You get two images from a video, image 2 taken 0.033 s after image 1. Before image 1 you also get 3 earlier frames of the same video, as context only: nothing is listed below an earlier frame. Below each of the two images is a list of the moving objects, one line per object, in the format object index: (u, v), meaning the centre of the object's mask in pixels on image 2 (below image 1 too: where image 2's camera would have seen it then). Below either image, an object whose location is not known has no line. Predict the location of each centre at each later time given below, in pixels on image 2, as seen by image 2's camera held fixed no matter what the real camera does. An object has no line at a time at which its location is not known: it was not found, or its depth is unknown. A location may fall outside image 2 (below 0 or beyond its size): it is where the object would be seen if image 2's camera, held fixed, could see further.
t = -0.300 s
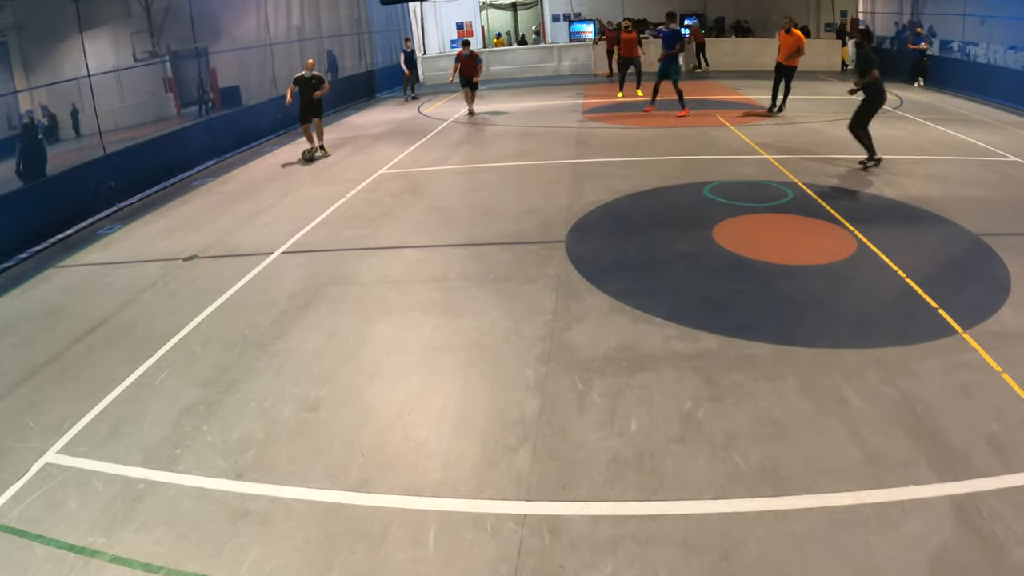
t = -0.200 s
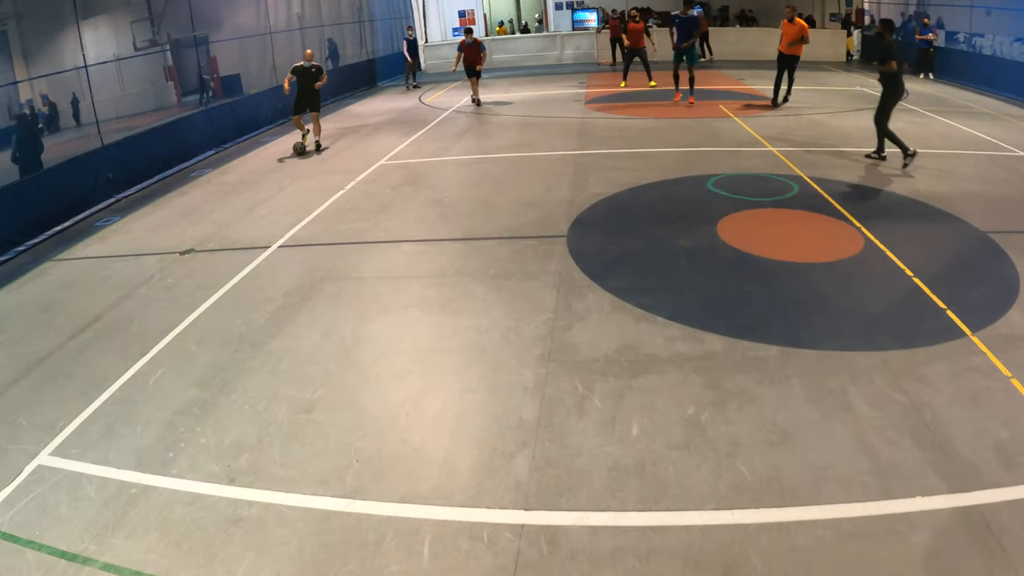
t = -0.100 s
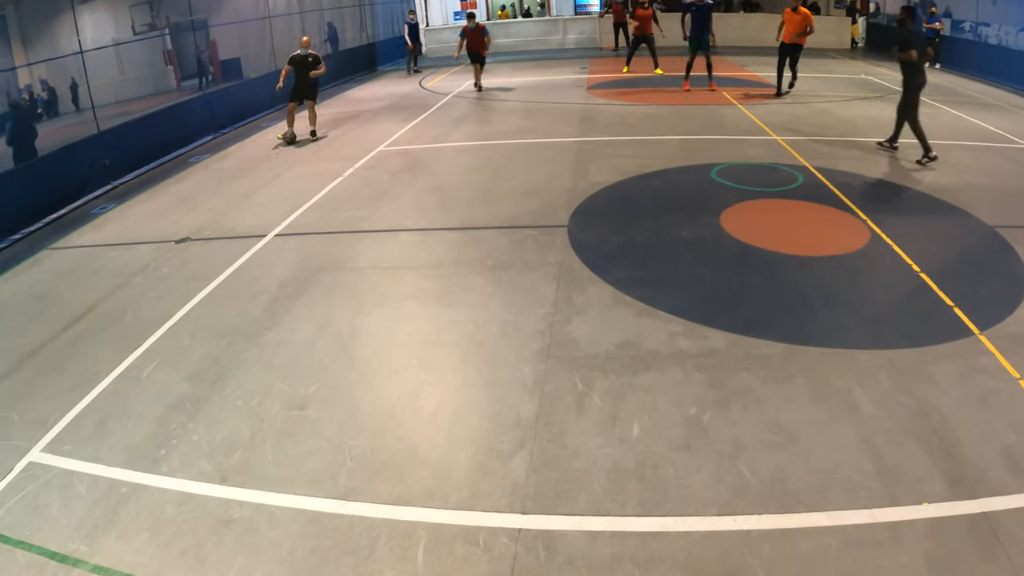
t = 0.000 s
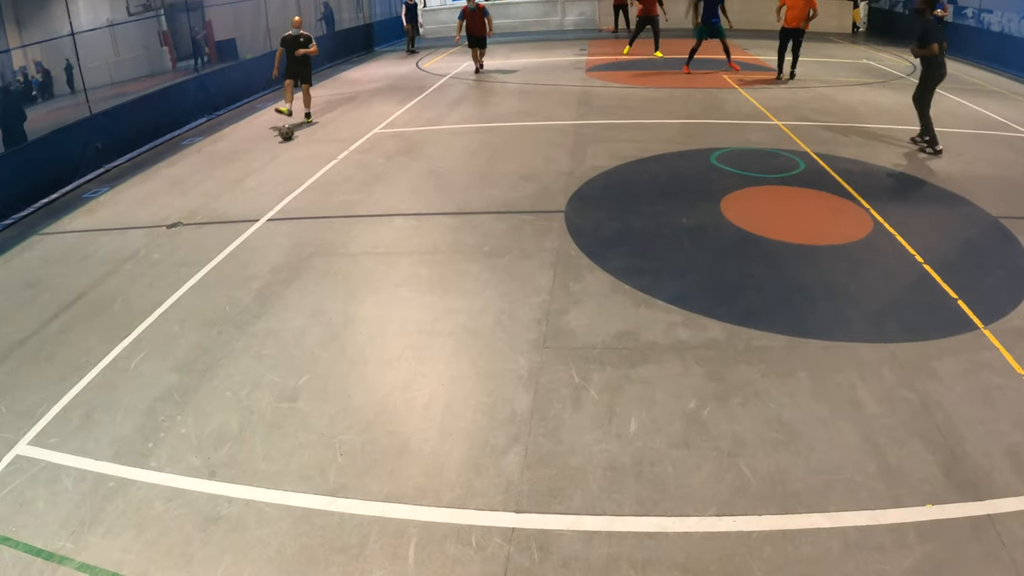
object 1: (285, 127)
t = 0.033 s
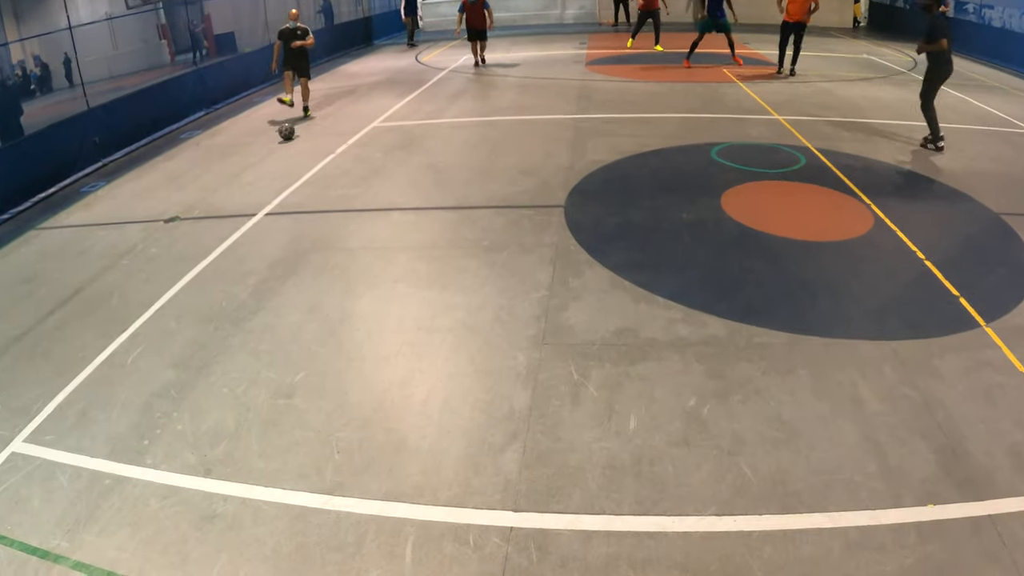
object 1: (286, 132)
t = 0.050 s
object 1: (287, 135)
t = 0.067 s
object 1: (288, 138)
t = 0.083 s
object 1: (289, 141)
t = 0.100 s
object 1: (290, 145)
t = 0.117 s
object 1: (291, 149)
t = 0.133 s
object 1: (293, 152)
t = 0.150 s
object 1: (294, 156)
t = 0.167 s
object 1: (295, 160)
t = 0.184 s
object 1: (296, 164)
